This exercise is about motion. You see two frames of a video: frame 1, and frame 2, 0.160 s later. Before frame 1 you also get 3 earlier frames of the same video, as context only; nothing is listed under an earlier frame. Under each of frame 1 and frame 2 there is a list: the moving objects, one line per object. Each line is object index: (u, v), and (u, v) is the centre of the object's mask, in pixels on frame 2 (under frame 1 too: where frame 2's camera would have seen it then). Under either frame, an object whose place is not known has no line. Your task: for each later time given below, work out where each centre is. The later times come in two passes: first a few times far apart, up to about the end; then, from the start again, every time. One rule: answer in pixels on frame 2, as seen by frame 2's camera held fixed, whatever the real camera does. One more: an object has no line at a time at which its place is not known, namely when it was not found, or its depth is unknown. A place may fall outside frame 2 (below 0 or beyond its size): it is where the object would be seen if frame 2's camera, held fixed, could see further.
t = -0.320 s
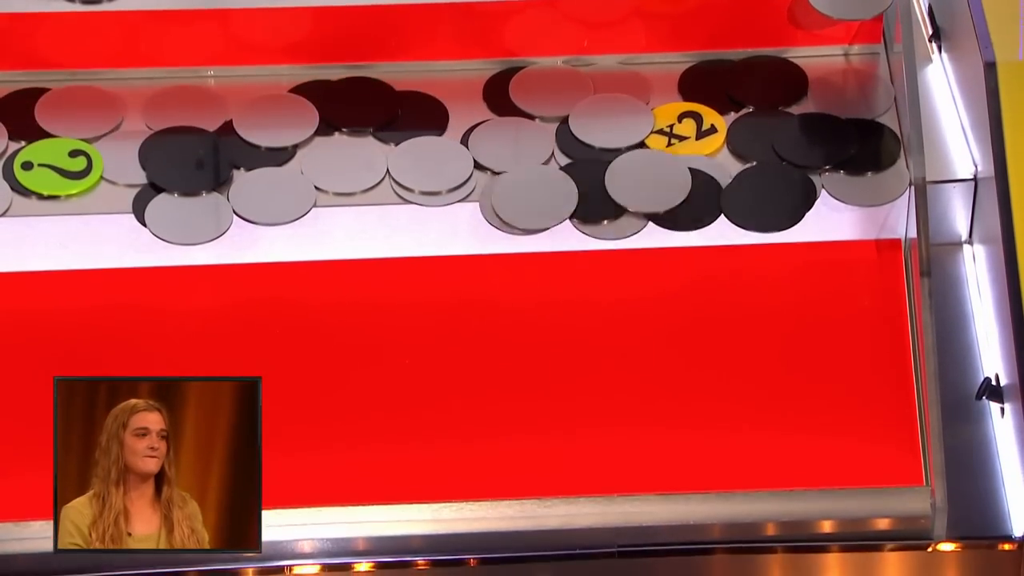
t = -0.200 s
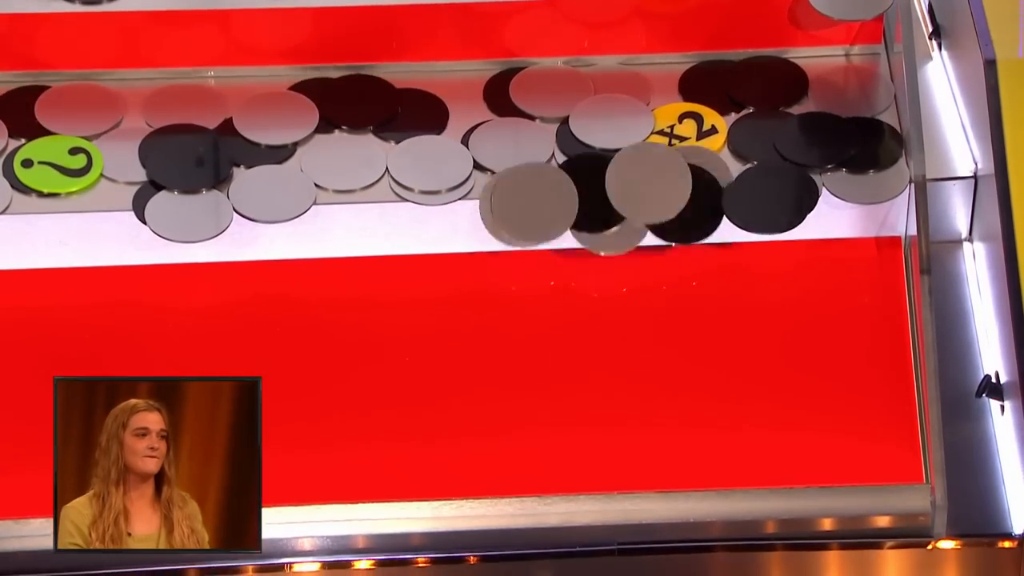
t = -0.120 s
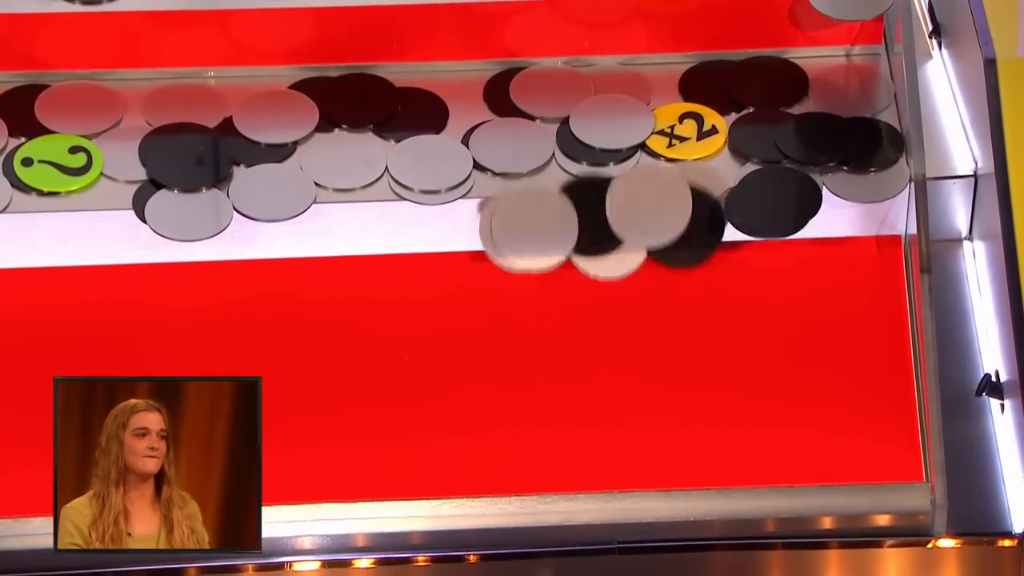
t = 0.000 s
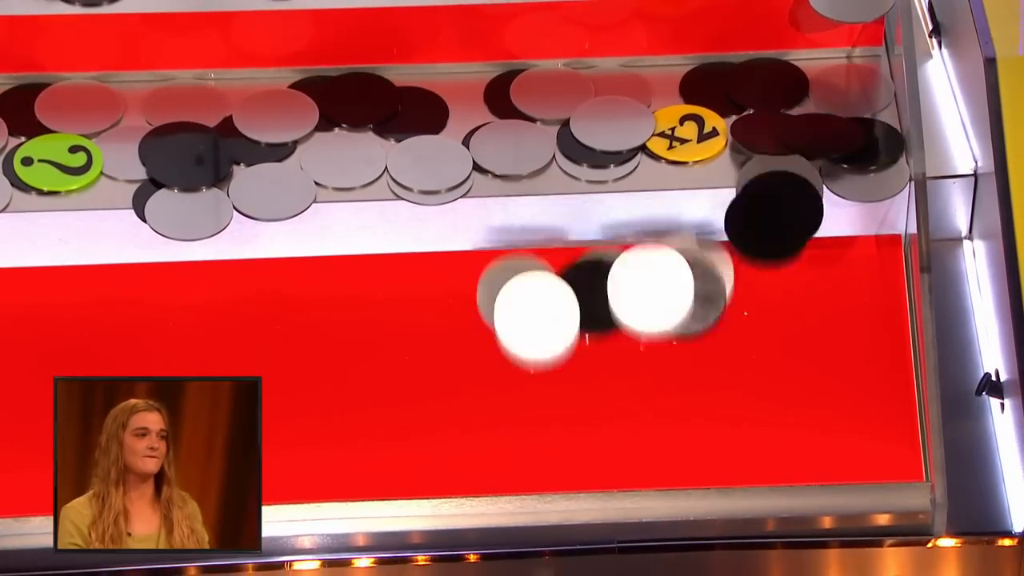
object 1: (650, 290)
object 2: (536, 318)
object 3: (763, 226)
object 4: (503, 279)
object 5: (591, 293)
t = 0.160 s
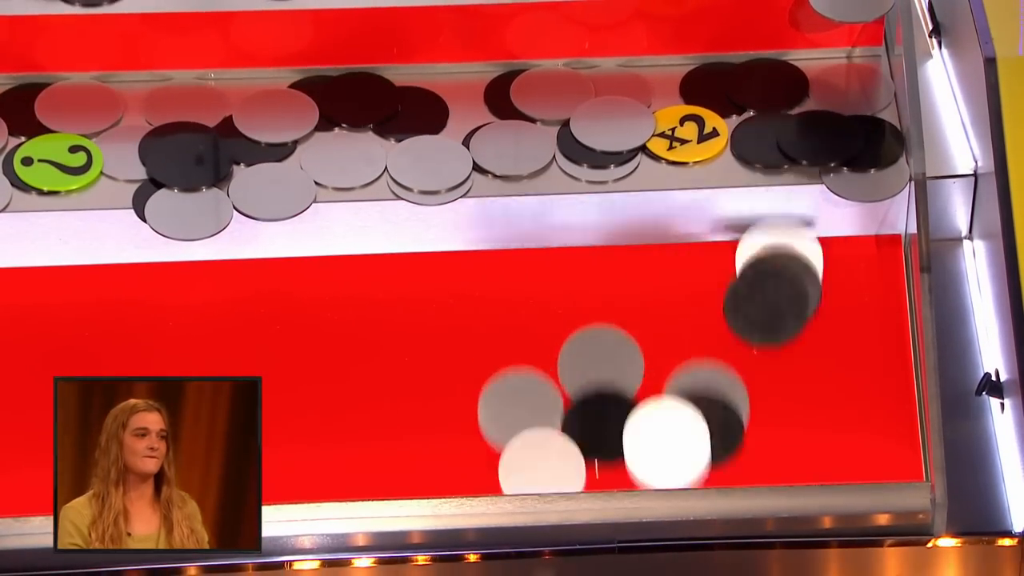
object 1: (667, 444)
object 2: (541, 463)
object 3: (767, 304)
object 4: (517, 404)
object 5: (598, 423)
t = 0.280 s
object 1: (671, 452)
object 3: (770, 402)
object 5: (607, 457)
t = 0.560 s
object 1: (673, 457)
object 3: (803, 456)
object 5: (612, 464)
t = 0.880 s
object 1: (673, 457)
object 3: (803, 456)
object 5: (612, 464)
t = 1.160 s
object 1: (673, 457)
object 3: (803, 456)
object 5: (612, 464)
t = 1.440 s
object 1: (673, 457)
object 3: (803, 456)
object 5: (612, 464)
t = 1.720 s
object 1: (673, 457)
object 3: (803, 456)
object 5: (612, 464)
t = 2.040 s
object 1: (673, 457)
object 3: (803, 456)
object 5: (612, 464)
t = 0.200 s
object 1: (669, 459)
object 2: (540, 455)
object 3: (765, 335)
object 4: (501, 429)
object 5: (605, 462)
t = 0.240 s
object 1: (670, 454)
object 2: (537, 450)
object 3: (768, 363)
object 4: (489, 473)
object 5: (604, 461)
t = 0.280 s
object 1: (671, 452)
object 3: (770, 402)
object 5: (607, 457)
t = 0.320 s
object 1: (672, 453)
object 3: (778, 438)
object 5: (611, 455)
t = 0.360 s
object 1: (672, 453)
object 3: (786, 459)
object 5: (613, 457)
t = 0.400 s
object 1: (672, 453)
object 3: (794, 457)
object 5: (613, 461)
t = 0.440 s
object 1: (672, 454)
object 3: (799, 457)
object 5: (612, 464)
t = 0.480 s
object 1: (673, 457)
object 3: (803, 456)
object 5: (612, 464)
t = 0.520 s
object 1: (672, 457)
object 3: (803, 456)
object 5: (612, 464)
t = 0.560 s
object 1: (673, 457)
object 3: (803, 456)
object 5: (612, 464)
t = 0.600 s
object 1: (673, 457)
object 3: (803, 456)
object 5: (612, 464)
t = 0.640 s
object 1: (673, 457)
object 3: (803, 456)
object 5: (612, 464)
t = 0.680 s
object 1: (673, 457)
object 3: (803, 456)
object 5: (612, 464)
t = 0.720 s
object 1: (673, 457)
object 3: (803, 456)
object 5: (612, 464)
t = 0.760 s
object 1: (673, 457)
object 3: (803, 456)
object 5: (612, 464)
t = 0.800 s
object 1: (673, 457)
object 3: (803, 456)
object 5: (612, 464)
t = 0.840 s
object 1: (673, 457)
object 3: (803, 456)
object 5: (612, 464)
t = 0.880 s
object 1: (673, 457)
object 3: (803, 456)
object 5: (612, 464)
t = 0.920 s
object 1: (673, 457)
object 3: (803, 456)
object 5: (612, 464)
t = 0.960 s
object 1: (673, 457)
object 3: (803, 456)
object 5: (612, 464)
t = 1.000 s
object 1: (673, 457)
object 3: (803, 456)
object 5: (612, 464)
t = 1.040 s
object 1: (673, 457)
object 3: (803, 456)
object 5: (612, 464)
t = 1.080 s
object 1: (673, 457)
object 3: (803, 456)
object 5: (612, 464)
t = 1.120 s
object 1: (673, 457)
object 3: (803, 456)
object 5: (612, 464)
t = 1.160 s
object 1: (673, 457)
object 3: (803, 456)
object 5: (612, 464)
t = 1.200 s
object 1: (673, 457)
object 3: (803, 456)
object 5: (612, 464)
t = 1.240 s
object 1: (673, 457)
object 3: (803, 456)
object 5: (612, 464)
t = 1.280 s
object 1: (673, 457)
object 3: (803, 456)
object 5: (612, 464)
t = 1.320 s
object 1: (673, 457)
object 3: (803, 456)
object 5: (612, 464)
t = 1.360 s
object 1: (673, 457)
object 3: (803, 456)
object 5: (612, 464)
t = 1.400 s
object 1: (673, 457)
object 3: (803, 456)
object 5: (612, 464)
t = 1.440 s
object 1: (673, 457)
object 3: (803, 456)
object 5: (612, 464)
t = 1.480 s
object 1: (673, 457)
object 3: (803, 456)
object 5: (612, 464)
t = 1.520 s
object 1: (673, 457)
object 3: (803, 456)
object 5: (612, 464)
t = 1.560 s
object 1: (673, 457)
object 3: (803, 456)
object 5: (612, 464)
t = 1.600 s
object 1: (673, 457)
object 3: (803, 456)
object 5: (612, 464)
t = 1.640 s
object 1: (673, 457)
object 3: (803, 456)
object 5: (612, 464)
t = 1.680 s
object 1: (673, 457)
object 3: (803, 456)
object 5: (612, 464)
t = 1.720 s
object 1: (673, 457)
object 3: (803, 456)
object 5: (612, 464)
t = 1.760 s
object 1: (673, 457)
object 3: (803, 456)
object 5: (612, 464)
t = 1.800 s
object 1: (673, 457)
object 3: (803, 456)
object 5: (612, 464)
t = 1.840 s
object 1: (673, 457)
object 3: (803, 456)
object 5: (612, 464)
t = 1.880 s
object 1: (673, 457)
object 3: (803, 456)
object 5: (612, 464)
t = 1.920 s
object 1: (673, 457)
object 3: (803, 456)
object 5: (612, 464)
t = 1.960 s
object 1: (673, 457)
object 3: (803, 456)
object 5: (612, 464)
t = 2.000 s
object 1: (673, 457)
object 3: (803, 456)
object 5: (612, 464)
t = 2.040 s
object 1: (673, 457)
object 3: (803, 456)
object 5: (612, 464)
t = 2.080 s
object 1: (673, 457)
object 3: (803, 456)
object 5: (612, 464)
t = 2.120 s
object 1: (673, 457)
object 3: (803, 456)
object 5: (612, 464)
